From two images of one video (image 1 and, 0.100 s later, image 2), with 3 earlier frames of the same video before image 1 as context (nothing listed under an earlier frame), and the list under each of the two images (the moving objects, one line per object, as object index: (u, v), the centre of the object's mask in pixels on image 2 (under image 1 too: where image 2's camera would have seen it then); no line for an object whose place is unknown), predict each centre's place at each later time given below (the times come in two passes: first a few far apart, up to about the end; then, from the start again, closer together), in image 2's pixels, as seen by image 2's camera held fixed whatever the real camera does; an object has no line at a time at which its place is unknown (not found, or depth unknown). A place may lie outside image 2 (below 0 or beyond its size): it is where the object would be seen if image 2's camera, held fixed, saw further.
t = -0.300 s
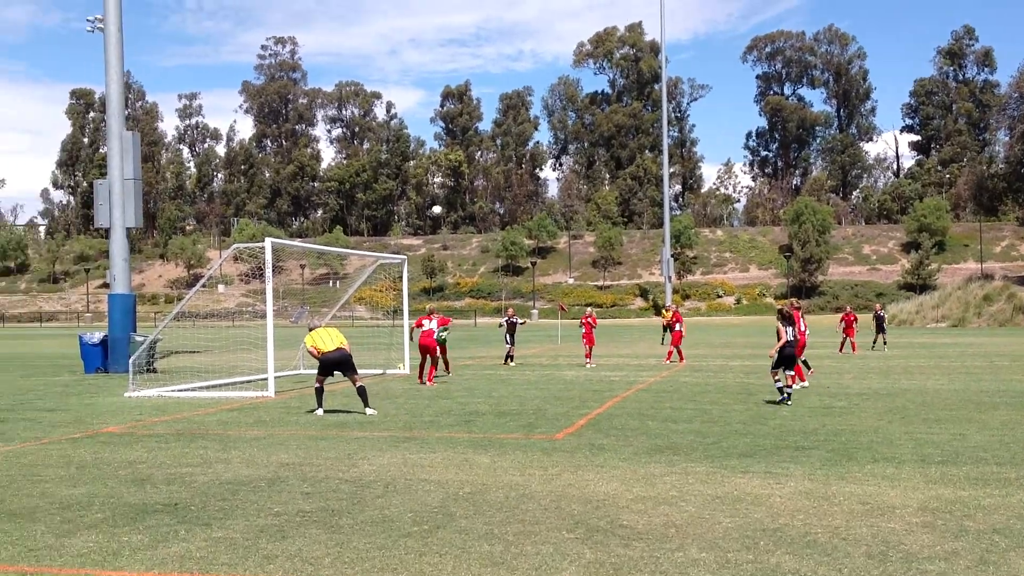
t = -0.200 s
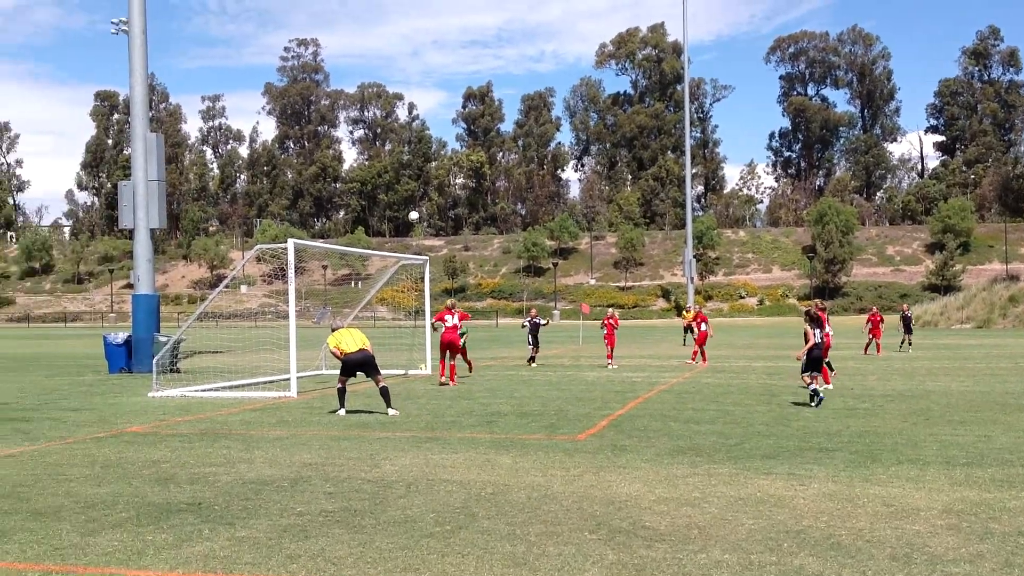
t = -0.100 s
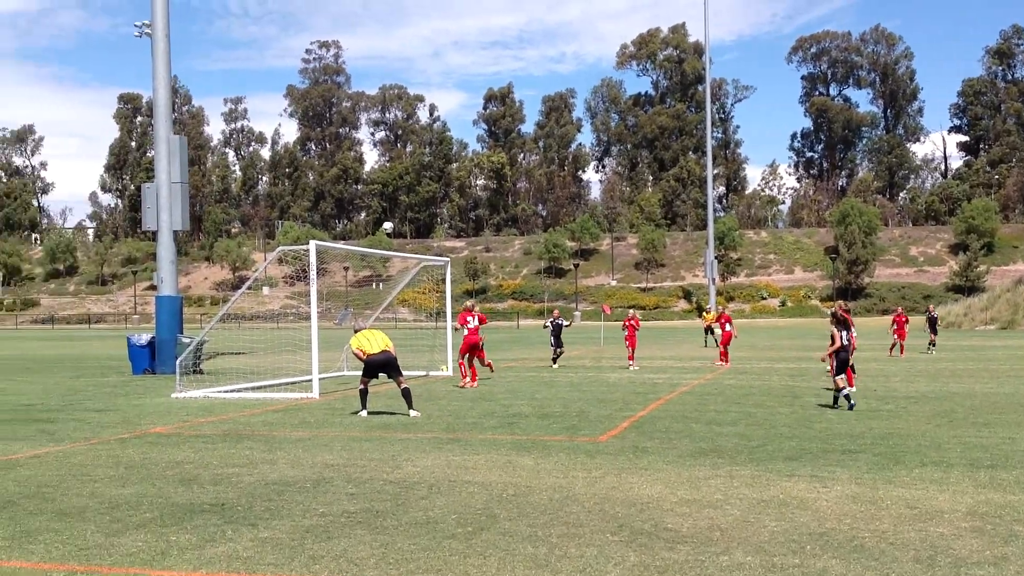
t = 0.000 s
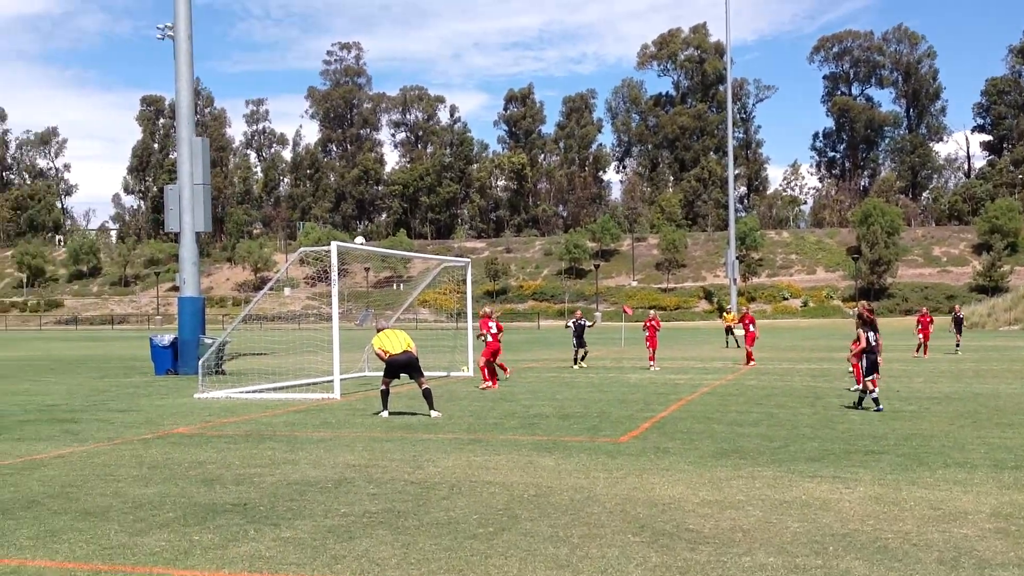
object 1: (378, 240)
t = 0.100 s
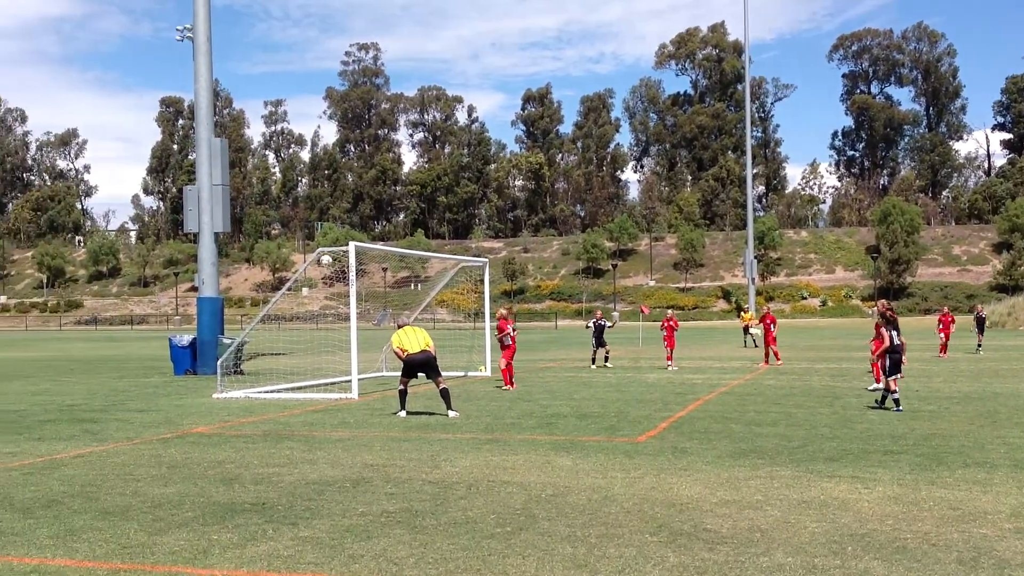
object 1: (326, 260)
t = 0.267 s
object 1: (232, 304)
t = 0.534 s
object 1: (71, 400)
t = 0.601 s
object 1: (54, 380)
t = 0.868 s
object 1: (-13, 335)
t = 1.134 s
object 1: (-79, 341)
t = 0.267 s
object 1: (232, 304)
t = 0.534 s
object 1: (71, 400)
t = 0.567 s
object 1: (62, 389)
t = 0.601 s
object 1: (54, 380)
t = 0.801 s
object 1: (5, 341)
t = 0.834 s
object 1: (-4, 338)
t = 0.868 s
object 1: (-13, 335)
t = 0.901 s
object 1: (-22, 333)
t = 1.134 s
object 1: (-79, 341)
